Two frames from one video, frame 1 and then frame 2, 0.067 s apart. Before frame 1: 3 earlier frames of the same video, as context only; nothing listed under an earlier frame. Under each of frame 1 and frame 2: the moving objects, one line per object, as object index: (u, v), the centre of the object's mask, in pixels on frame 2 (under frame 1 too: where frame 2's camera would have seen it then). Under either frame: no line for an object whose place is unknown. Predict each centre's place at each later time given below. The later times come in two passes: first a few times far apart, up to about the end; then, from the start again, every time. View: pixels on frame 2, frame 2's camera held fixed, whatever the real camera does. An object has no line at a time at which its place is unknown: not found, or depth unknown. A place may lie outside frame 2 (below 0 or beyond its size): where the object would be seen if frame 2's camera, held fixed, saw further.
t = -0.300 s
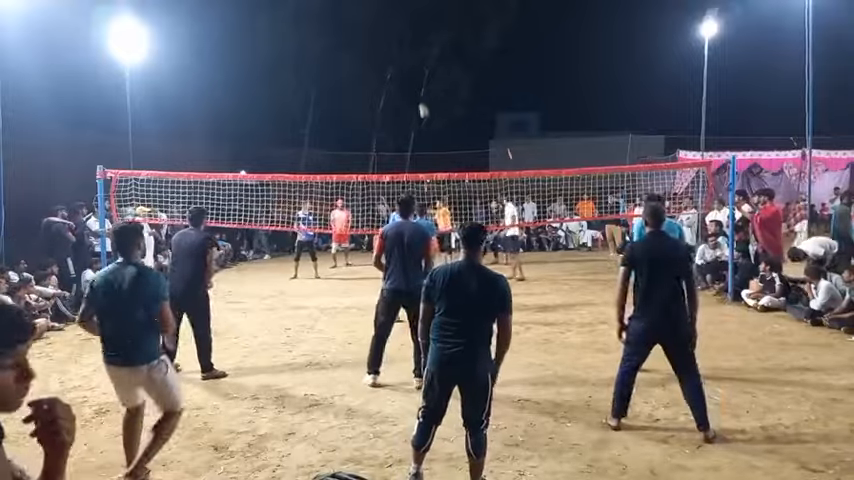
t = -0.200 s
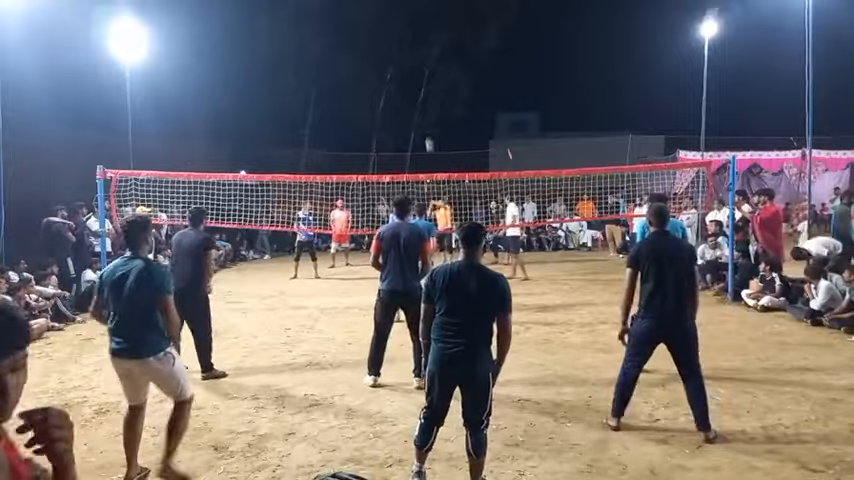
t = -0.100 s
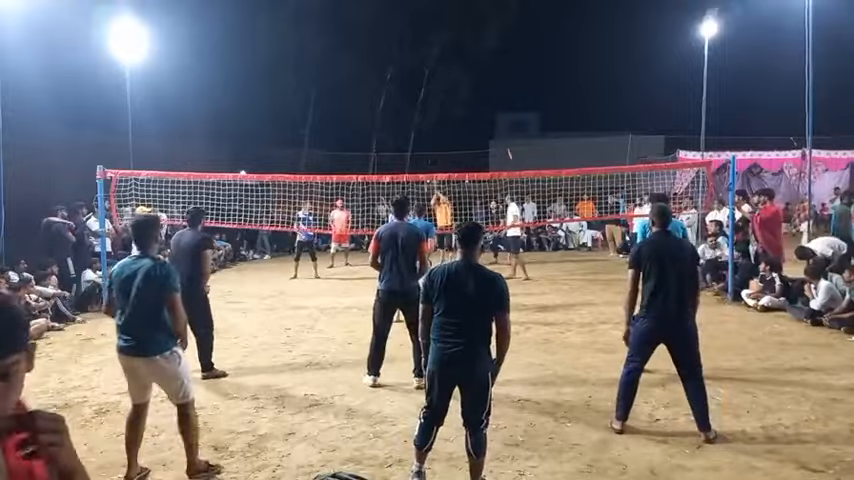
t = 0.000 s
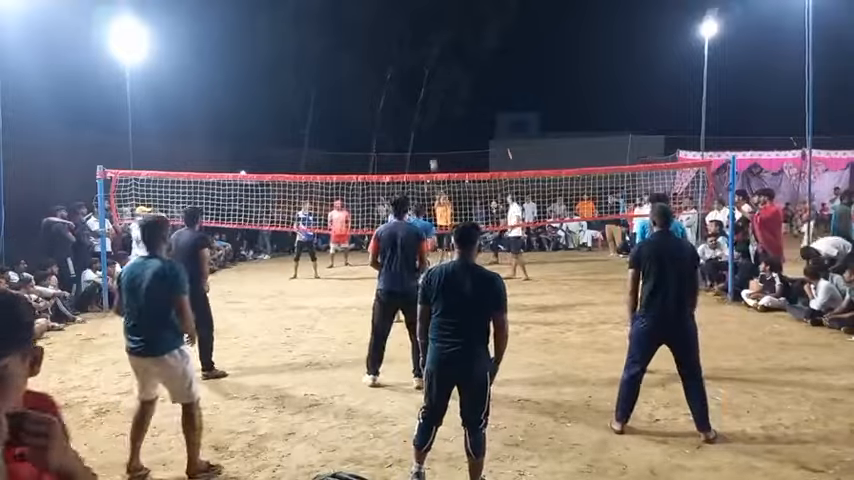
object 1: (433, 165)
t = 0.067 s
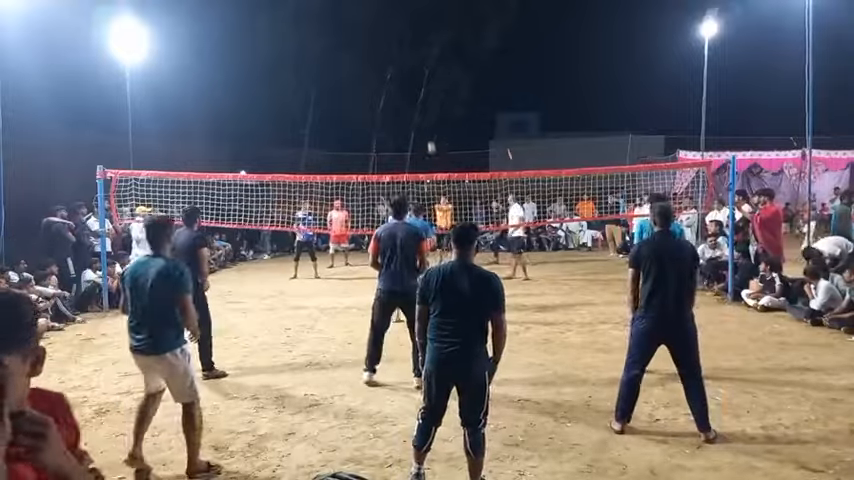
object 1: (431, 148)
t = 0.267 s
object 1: (424, 99)
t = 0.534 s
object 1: (411, 55)
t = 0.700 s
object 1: (400, 45)
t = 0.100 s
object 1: (430, 138)
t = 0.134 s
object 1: (429, 130)
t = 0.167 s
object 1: (428, 122)
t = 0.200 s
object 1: (426, 114)
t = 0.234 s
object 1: (425, 107)
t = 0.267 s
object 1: (424, 99)
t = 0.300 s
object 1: (422, 92)
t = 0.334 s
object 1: (421, 86)
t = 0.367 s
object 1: (419, 80)
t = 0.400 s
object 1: (418, 74)
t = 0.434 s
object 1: (416, 68)
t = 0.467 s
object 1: (414, 64)
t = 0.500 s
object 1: (412, 58)
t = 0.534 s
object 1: (411, 55)
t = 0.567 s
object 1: (408, 51)
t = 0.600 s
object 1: (406, 49)
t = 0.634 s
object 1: (404, 47)
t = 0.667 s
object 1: (402, 45)
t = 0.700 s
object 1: (400, 45)
